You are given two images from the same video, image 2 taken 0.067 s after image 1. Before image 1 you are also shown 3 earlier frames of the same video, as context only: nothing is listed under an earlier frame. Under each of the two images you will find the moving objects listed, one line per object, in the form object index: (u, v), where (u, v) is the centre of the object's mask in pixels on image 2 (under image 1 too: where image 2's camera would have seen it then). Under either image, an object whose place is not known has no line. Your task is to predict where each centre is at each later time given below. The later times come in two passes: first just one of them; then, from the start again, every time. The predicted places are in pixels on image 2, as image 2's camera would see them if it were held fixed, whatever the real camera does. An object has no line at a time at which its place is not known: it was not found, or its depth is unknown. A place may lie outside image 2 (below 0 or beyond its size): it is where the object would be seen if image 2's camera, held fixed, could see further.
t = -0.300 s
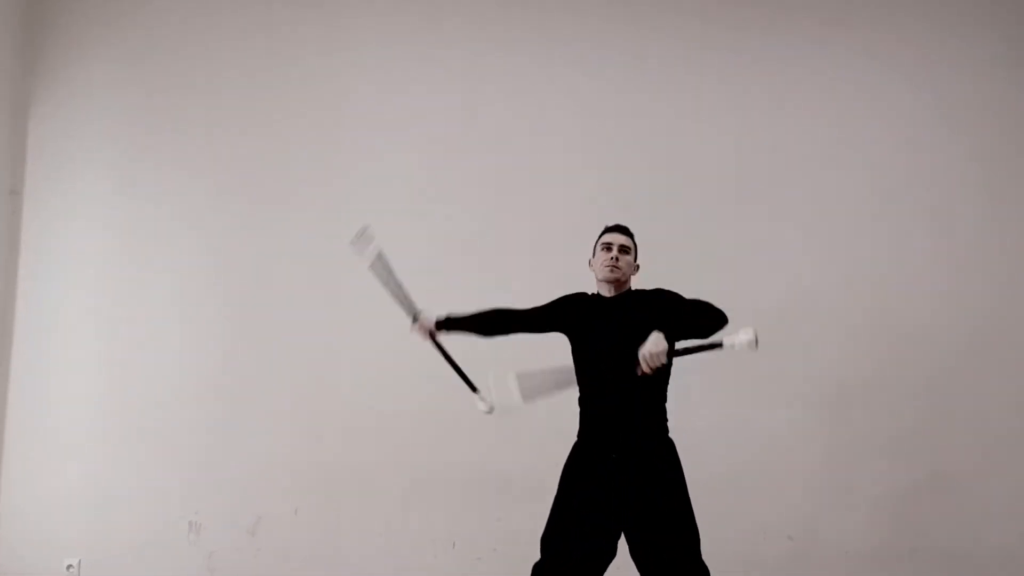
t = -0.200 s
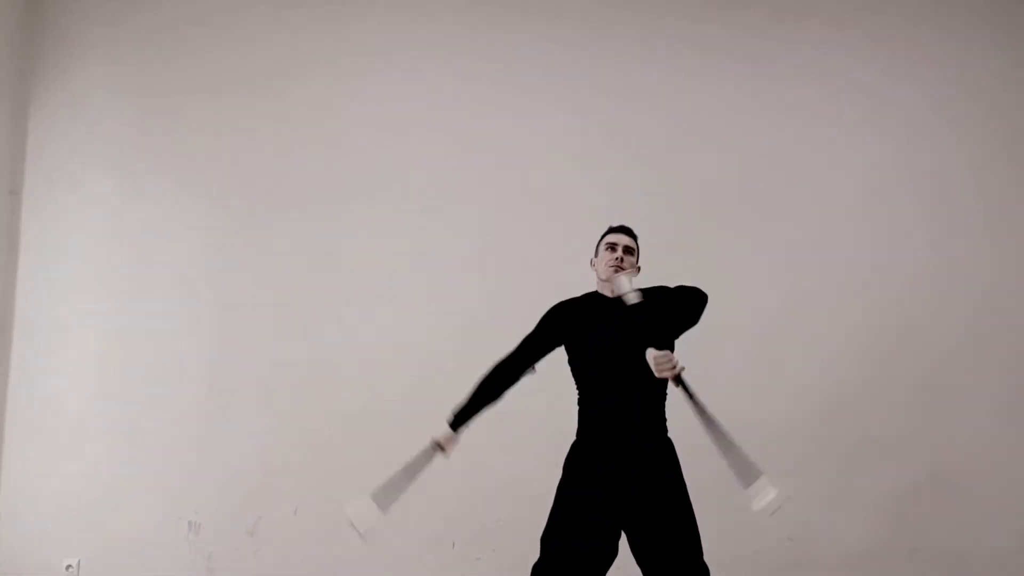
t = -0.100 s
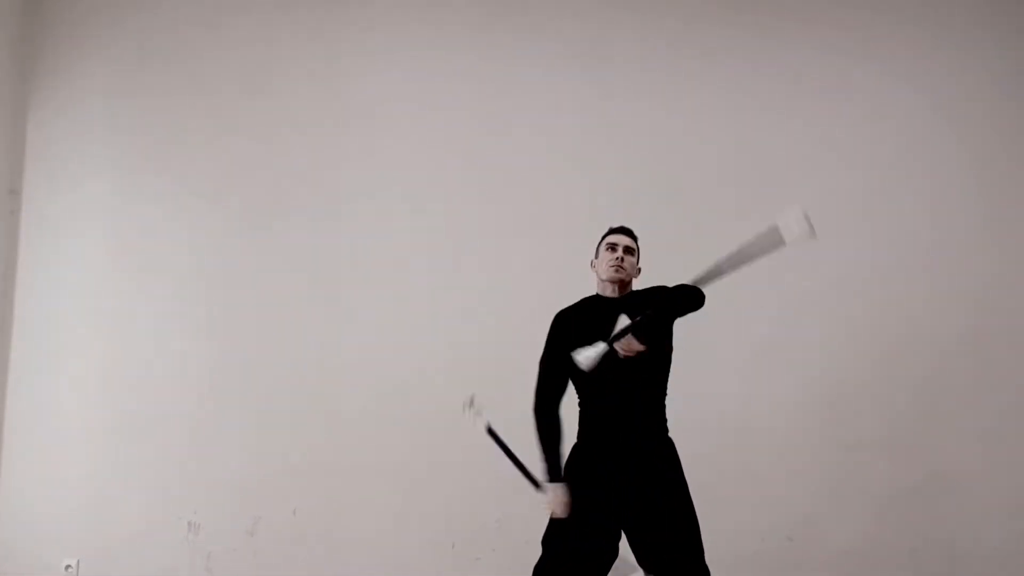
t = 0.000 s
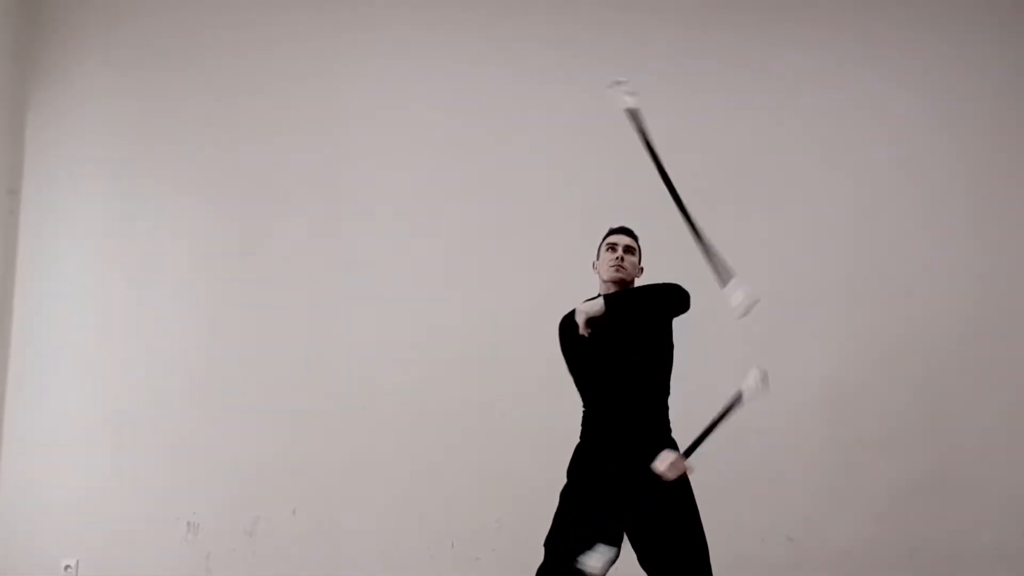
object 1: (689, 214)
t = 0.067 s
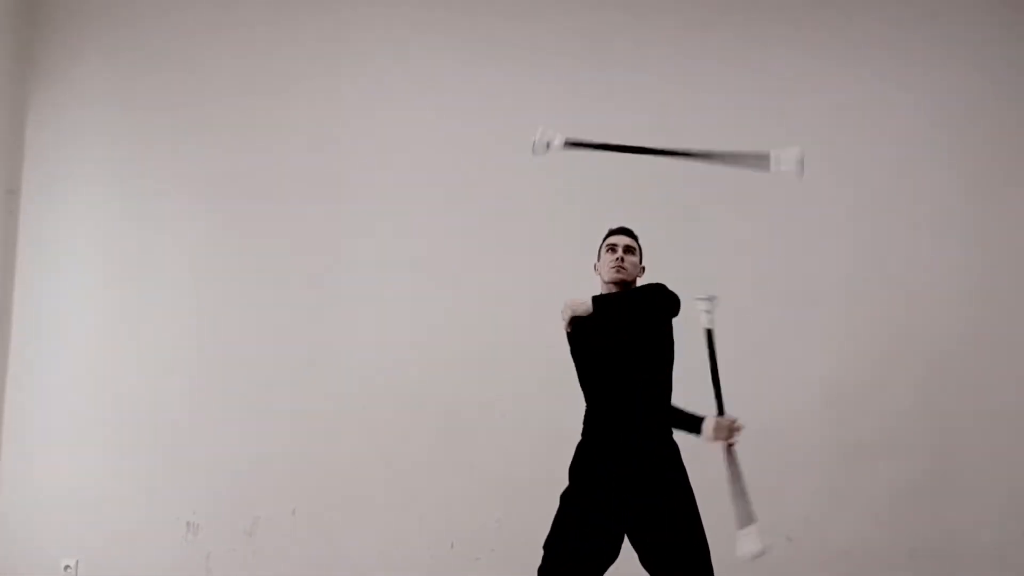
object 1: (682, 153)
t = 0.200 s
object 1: (656, 119)
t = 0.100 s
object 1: (672, 133)
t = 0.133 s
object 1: (655, 129)
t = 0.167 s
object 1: (654, 124)
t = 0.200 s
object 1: (656, 119)
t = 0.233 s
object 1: (653, 105)
